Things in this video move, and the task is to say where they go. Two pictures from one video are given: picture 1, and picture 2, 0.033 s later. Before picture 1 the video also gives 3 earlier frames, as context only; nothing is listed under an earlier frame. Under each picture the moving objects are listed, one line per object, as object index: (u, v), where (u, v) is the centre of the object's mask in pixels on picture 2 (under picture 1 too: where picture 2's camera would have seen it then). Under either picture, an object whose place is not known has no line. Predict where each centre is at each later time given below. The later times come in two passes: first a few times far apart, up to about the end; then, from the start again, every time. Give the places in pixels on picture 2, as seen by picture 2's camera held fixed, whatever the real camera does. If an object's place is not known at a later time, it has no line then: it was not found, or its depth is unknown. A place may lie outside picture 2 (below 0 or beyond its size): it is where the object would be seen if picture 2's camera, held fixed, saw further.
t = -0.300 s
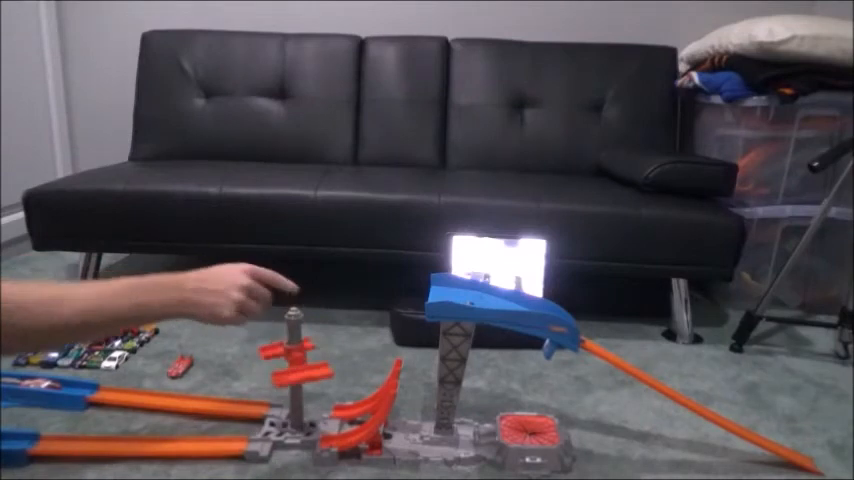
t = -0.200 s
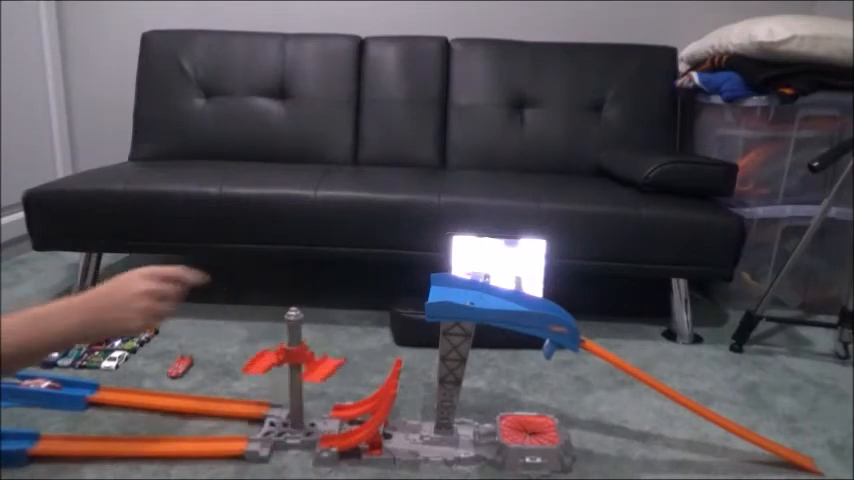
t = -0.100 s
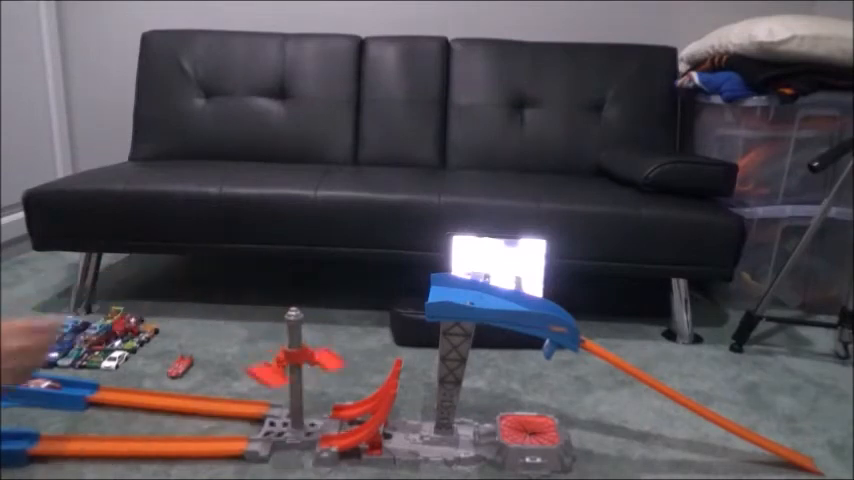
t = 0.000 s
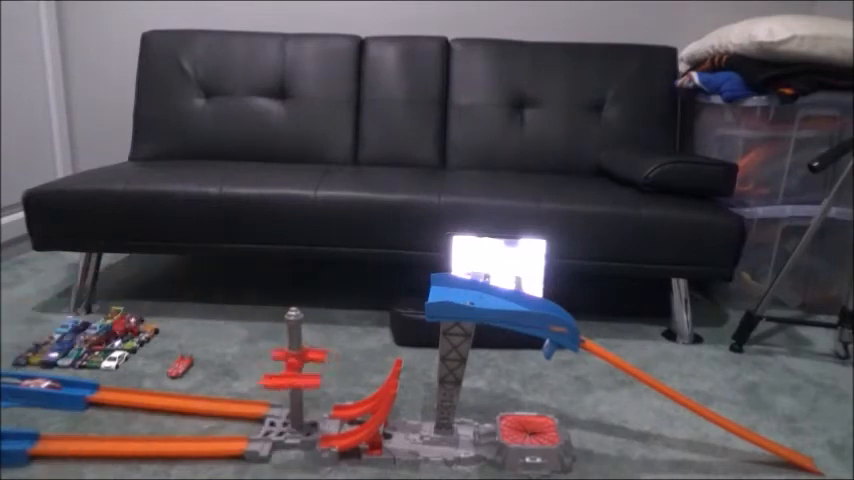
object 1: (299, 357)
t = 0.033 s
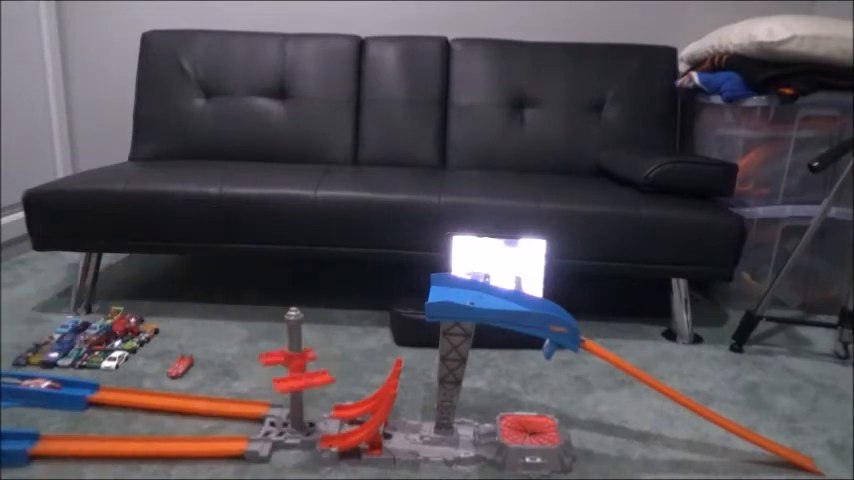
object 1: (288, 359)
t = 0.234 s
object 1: (308, 364)
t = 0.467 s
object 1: (294, 379)
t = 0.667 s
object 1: (296, 385)
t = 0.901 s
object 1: (295, 393)
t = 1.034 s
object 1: (283, 391)
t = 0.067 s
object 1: (282, 362)
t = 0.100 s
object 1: (280, 364)
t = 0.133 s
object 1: (294, 369)
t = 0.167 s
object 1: (295, 370)
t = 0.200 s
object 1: (294, 372)
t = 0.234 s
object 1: (308, 364)
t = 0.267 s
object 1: (302, 364)
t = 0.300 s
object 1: (291, 365)
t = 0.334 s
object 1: (296, 378)
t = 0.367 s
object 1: (295, 377)
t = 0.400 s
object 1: (294, 377)
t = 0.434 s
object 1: (295, 378)
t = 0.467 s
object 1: (294, 379)
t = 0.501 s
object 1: (306, 372)
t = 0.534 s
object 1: (298, 372)
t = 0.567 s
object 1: (296, 385)
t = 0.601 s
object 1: (296, 385)
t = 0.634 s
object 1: (294, 384)
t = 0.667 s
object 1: (296, 385)
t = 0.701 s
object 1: (294, 387)
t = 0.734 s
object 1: (305, 379)
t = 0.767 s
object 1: (295, 379)
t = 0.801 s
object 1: (285, 383)
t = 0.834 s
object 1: (284, 387)
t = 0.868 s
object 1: (295, 391)
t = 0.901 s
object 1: (295, 393)
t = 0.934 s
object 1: (295, 396)
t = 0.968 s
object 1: (302, 386)
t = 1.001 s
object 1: (290, 388)
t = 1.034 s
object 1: (283, 391)
